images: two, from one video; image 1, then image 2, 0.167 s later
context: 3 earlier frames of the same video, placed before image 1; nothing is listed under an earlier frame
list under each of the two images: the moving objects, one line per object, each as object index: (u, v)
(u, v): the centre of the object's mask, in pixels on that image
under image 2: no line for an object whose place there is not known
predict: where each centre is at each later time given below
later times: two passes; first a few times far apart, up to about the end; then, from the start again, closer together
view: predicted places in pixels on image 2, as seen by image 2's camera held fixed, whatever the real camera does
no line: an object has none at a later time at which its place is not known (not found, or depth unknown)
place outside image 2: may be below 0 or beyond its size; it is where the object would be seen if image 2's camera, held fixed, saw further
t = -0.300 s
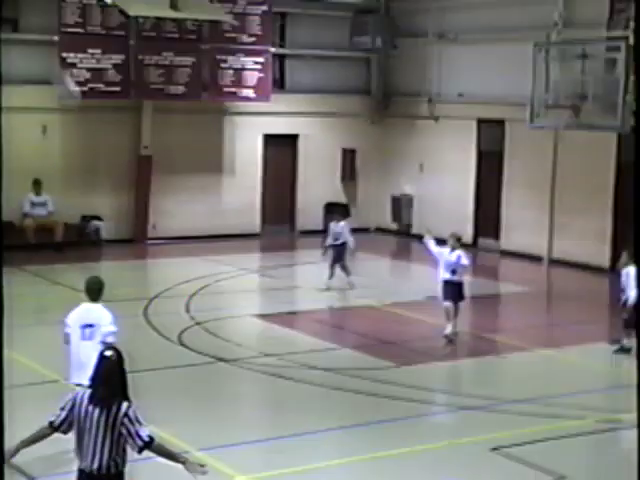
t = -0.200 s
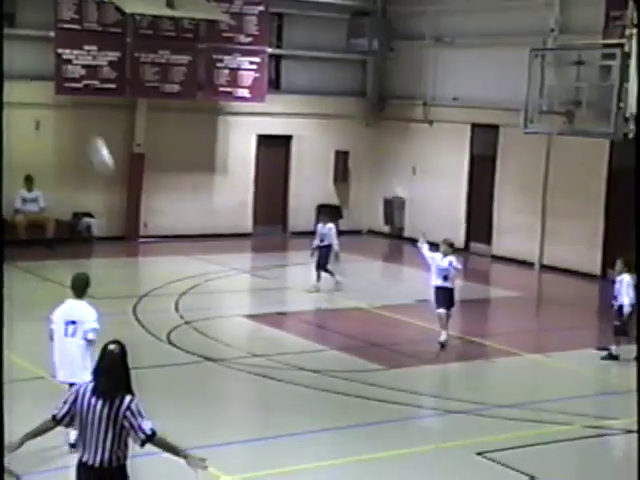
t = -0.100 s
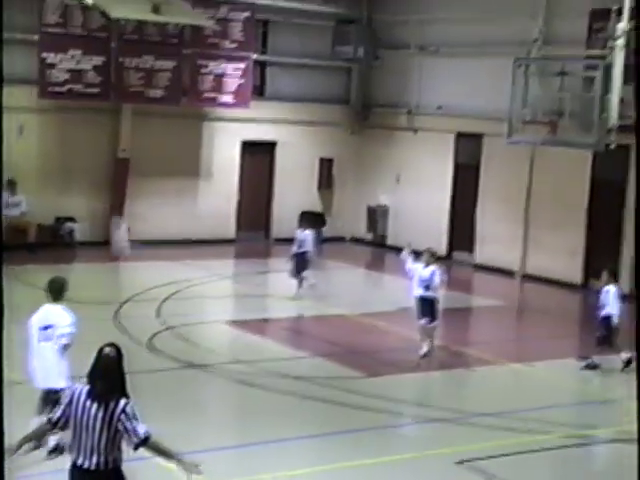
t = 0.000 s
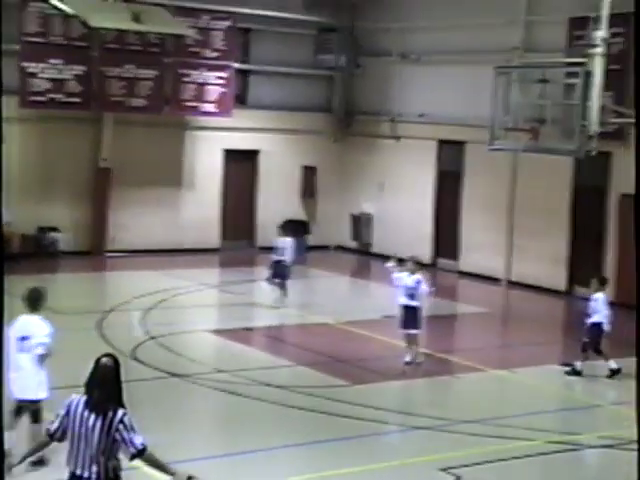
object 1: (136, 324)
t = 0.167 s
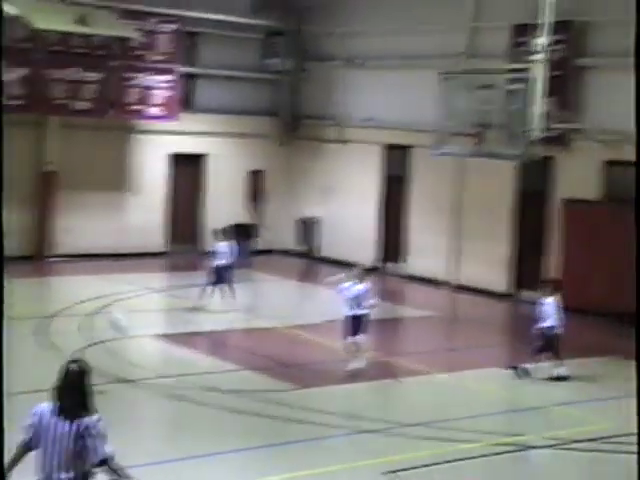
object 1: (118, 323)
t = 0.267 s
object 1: (139, 266)
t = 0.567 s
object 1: (187, 166)
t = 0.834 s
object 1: (231, 141)
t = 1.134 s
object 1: (269, 184)
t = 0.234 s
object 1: (130, 285)
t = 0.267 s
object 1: (139, 266)
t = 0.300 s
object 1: (145, 250)
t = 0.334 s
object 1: (148, 234)
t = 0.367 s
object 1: (153, 222)
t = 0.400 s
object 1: (158, 210)
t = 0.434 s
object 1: (166, 199)
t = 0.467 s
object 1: (173, 189)
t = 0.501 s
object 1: (178, 180)
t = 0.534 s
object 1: (182, 172)
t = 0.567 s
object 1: (187, 166)
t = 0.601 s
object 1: (194, 159)
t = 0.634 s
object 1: (199, 154)
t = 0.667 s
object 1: (204, 150)
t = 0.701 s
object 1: (210, 146)
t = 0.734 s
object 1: (215, 143)
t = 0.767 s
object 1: (221, 142)
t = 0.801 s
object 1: (226, 140)
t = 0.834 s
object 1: (231, 141)
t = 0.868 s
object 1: (235, 142)
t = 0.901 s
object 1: (239, 145)
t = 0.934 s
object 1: (243, 147)
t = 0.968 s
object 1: (248, 150)
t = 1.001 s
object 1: (252, 155)
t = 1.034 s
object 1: (257, 162)
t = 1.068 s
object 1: (260, 168)
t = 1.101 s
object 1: (265, 176)
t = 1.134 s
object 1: (269, 184)
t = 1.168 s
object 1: (273, 193)
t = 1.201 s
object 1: (276, 203)
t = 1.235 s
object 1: (279, 213)
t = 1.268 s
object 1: (283, 226)
